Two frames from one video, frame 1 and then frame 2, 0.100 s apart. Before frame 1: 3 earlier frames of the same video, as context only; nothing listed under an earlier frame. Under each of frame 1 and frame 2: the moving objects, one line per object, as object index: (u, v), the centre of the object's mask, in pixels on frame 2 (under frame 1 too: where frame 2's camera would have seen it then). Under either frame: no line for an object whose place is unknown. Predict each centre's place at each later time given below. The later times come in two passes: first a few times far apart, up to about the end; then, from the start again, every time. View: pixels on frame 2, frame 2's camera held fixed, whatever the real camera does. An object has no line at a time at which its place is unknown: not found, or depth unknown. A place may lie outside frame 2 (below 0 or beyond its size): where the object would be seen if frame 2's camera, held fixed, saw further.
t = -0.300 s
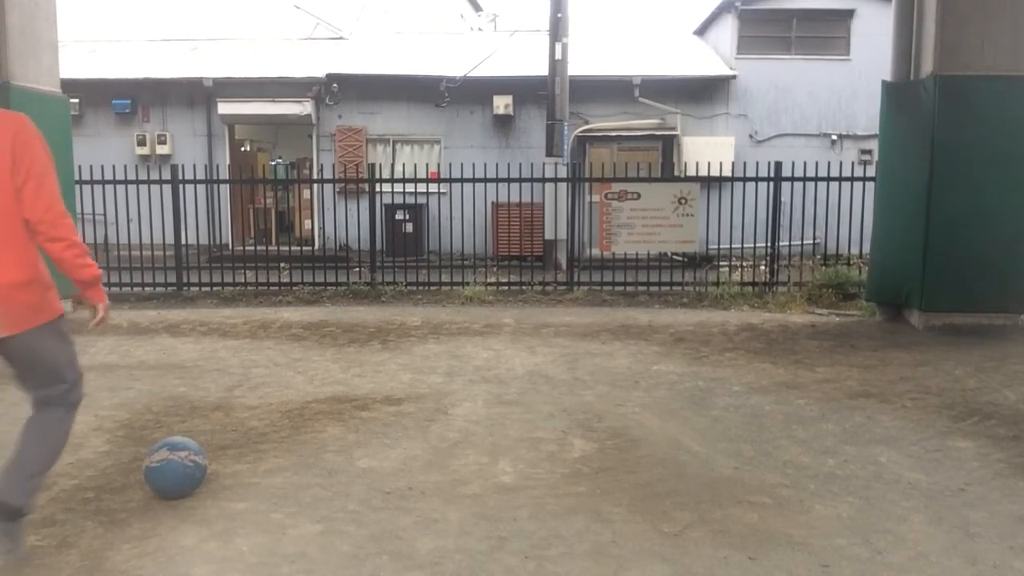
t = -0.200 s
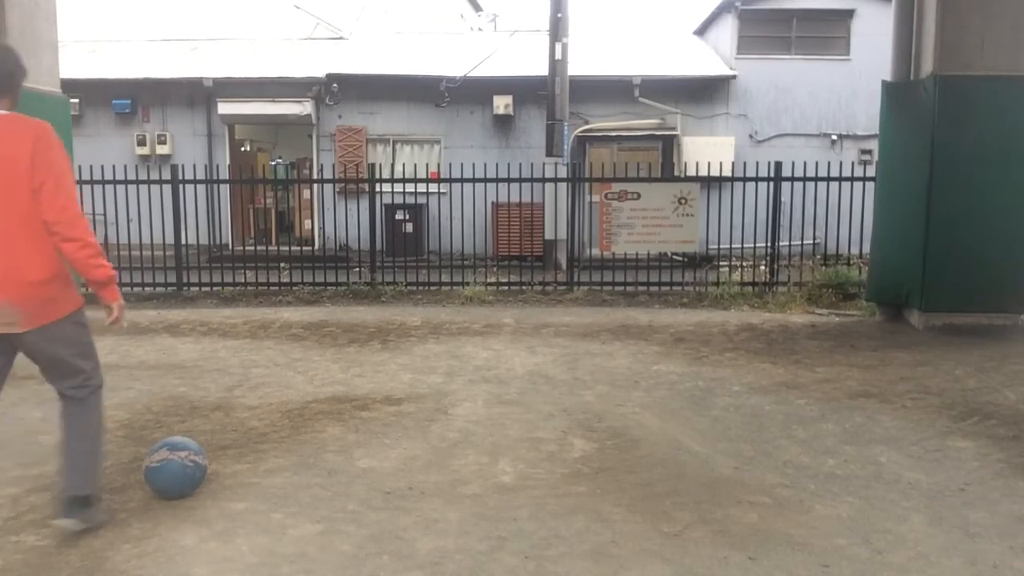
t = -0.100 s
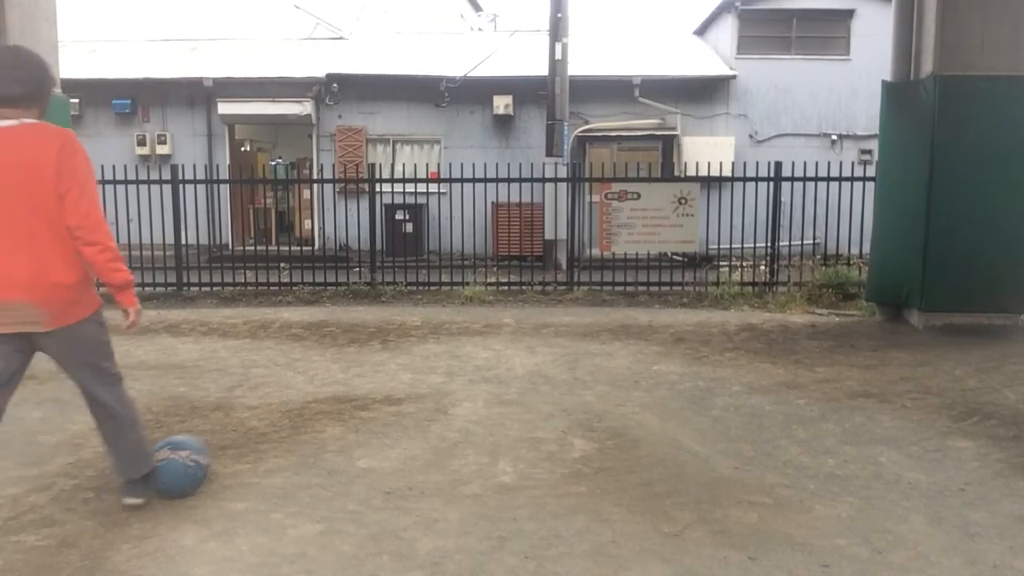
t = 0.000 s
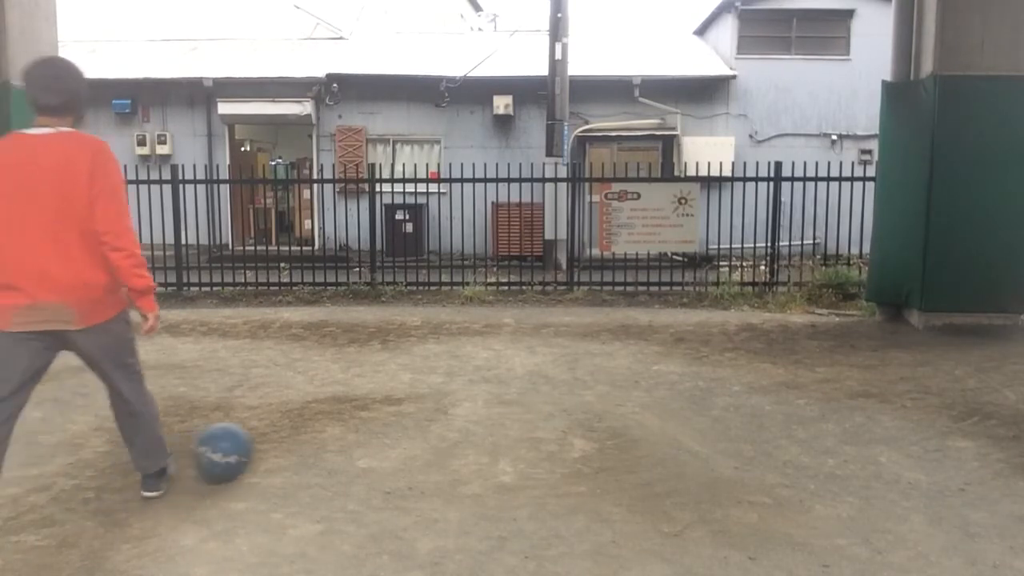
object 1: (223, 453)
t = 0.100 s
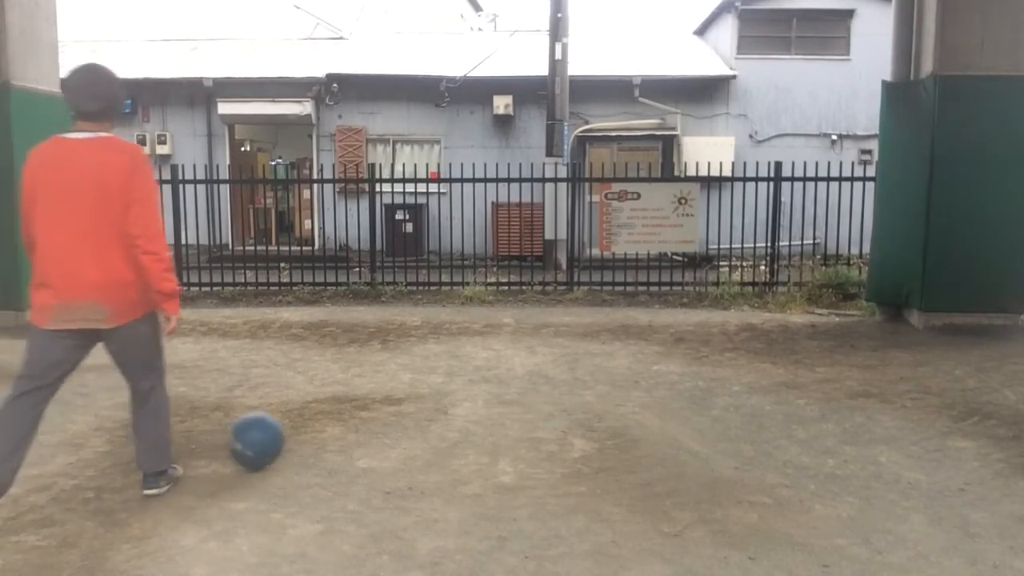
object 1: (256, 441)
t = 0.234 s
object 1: (288, 434)
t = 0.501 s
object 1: (338, 423)
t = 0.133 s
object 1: (265, 439)
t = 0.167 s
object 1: (274, 438)
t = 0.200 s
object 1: (281, 435)
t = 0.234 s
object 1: (288, 434)
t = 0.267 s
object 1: (294, 434)
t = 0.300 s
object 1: (301, 431)
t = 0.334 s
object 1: (307, 429)
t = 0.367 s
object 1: (313, 428)
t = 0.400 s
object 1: (320, 427)
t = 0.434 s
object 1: (325, 424)
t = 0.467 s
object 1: (331, 422)
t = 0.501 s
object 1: (338, 423)
